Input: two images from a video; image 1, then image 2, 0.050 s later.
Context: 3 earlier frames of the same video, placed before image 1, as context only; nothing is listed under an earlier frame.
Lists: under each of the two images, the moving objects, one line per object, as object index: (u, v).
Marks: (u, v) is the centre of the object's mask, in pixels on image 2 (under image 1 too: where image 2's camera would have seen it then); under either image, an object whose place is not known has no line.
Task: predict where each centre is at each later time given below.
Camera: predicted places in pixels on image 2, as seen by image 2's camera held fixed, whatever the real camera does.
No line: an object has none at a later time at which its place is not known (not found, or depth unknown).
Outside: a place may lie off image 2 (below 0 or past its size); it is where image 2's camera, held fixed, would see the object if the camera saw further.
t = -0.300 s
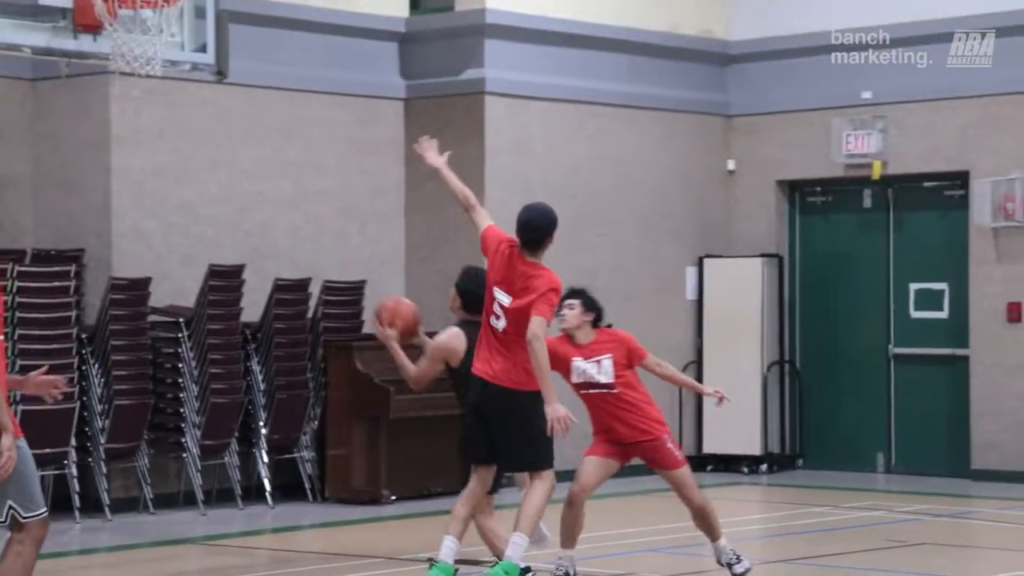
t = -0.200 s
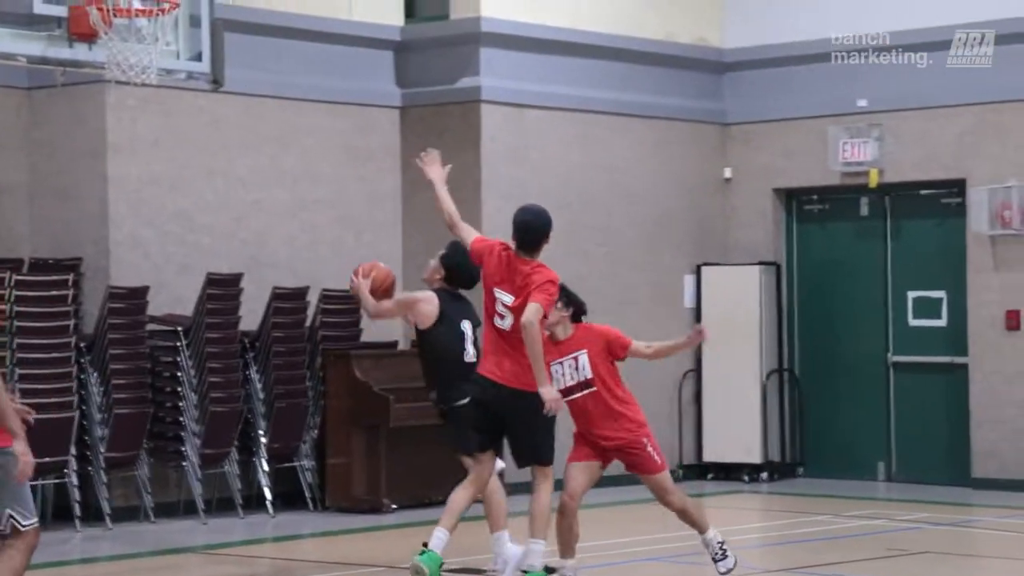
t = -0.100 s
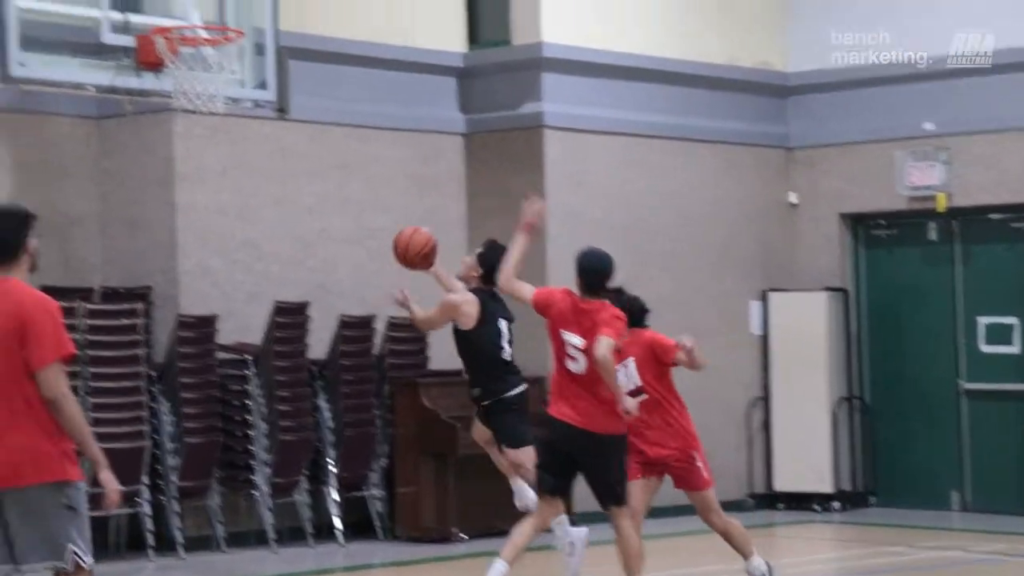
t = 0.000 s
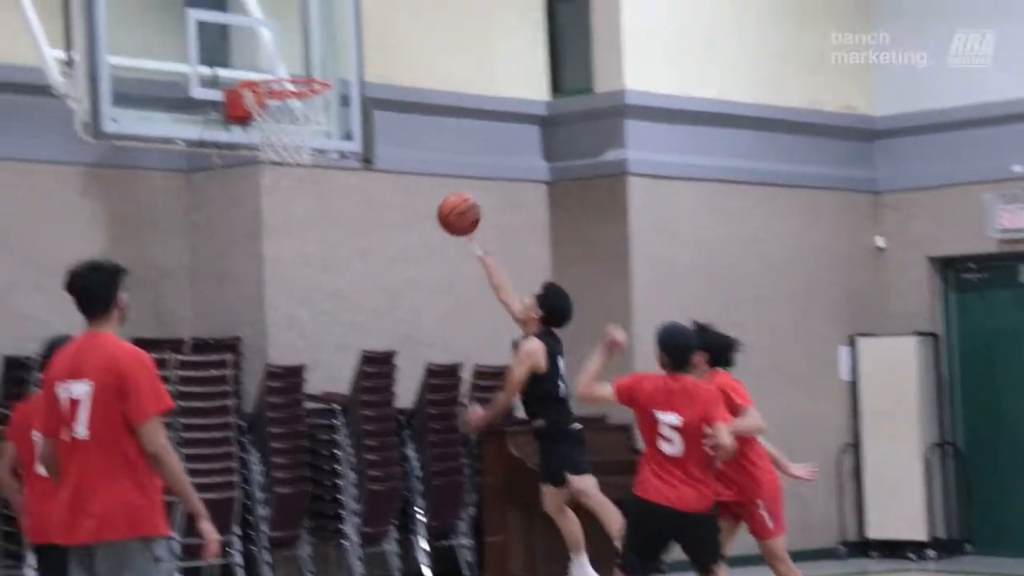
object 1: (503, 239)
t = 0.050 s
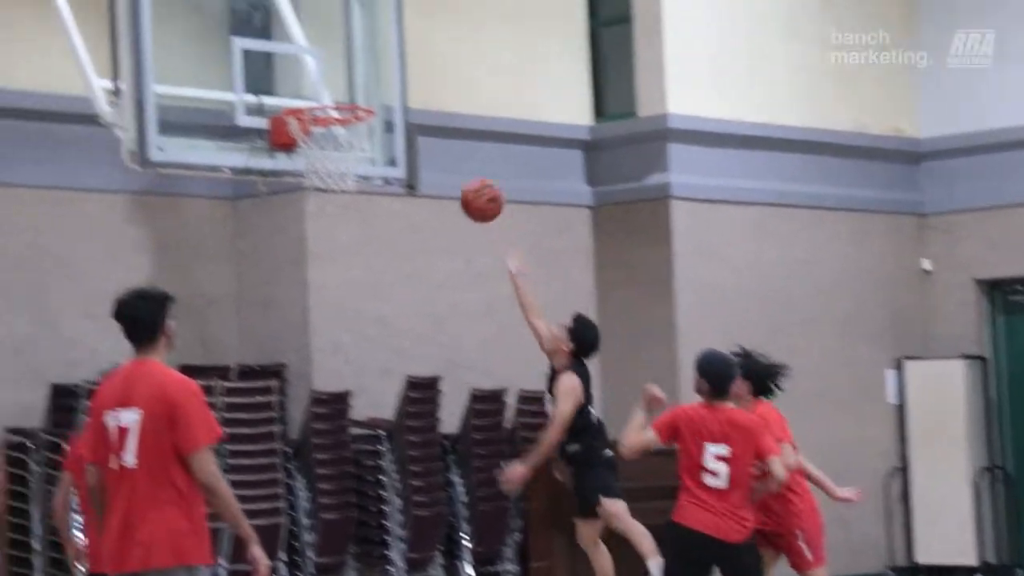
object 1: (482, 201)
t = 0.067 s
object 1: (475, 190)
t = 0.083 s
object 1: (468, 178)
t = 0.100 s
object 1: (461, 167)
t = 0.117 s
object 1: (454, 155)
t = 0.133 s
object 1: (447, 145)
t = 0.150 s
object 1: (439, 136)
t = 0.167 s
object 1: (433, 127)
